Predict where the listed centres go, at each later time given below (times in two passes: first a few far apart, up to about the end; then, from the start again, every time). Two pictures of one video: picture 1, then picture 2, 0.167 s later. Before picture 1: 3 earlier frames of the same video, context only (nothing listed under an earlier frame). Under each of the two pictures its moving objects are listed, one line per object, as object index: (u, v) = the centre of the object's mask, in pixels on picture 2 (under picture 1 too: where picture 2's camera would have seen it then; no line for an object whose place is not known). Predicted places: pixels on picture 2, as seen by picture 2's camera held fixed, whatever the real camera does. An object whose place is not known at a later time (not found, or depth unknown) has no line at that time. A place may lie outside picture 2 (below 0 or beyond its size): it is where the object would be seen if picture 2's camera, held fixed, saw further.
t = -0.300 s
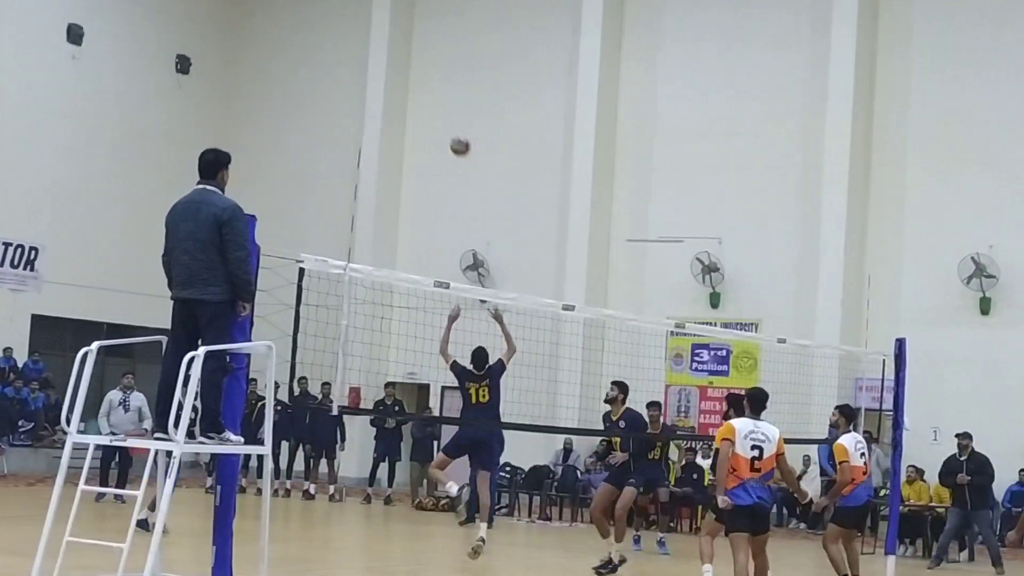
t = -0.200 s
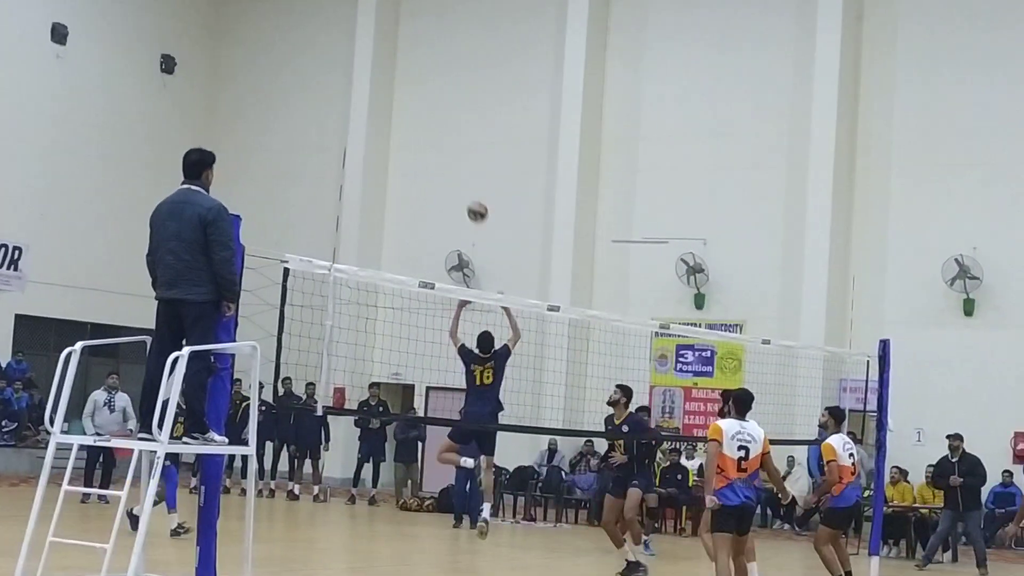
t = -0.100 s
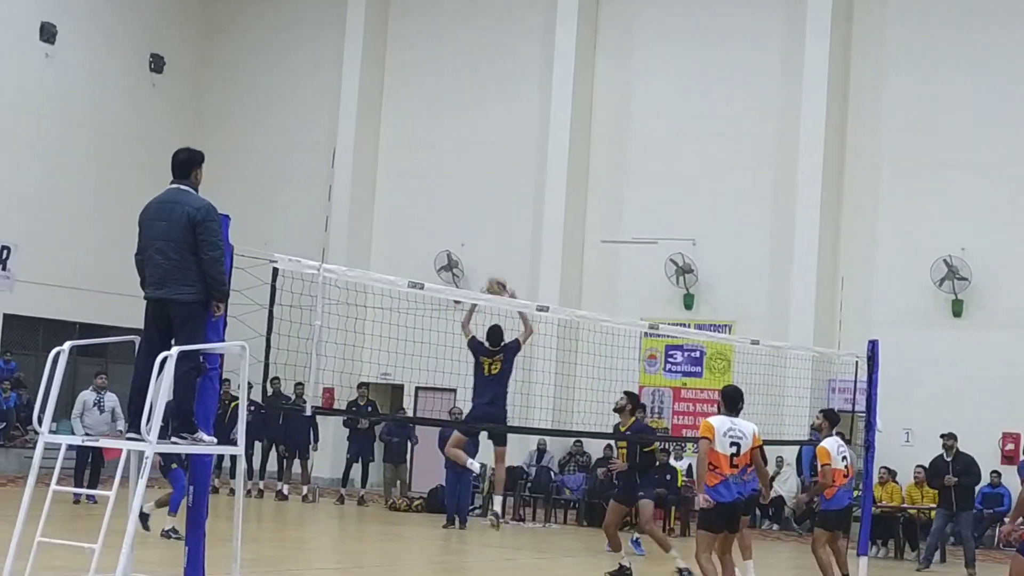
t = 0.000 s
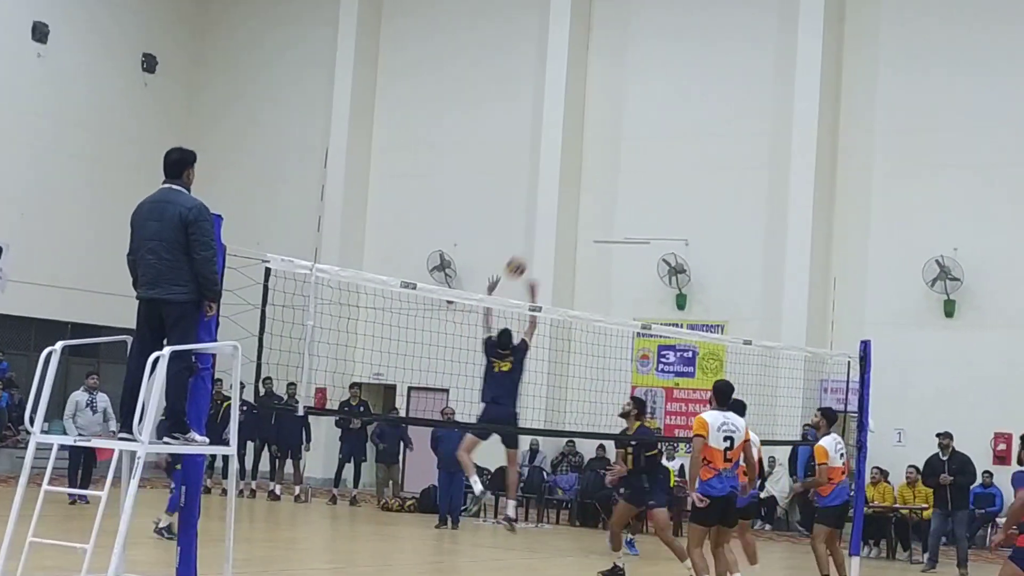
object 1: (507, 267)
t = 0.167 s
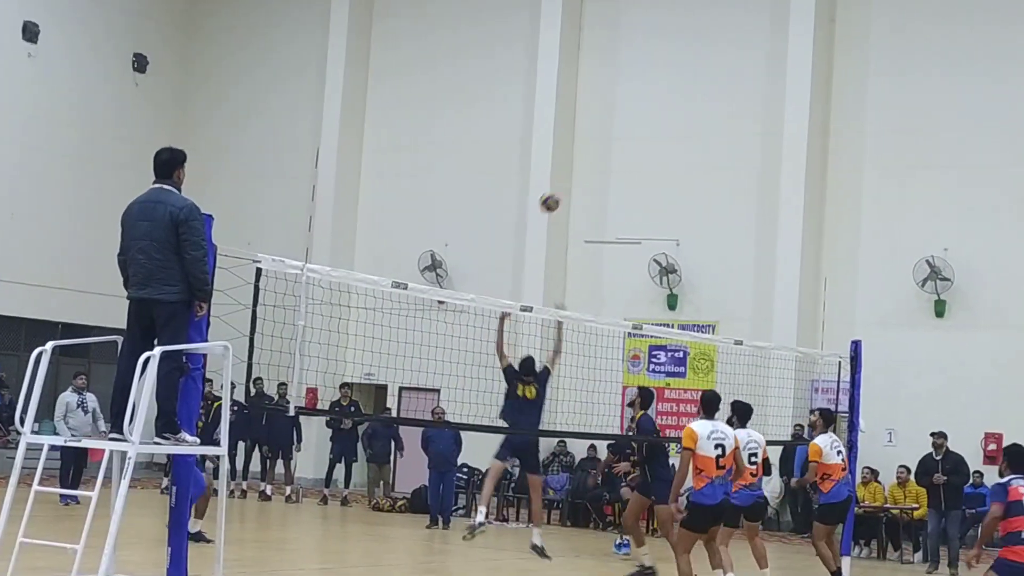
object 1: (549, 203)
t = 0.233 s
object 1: (565, 184)
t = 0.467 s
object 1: (616, 157)
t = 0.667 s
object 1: (656, 174)
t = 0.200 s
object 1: (557, 193)
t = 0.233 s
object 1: (565, 184)
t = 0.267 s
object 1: (573, 177)
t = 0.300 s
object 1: (580, 172)
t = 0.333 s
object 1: (588, 167)
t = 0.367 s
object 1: (595, 163)
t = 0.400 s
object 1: (602, 160)
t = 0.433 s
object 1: (609, 158)
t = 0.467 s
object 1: (616, 157)
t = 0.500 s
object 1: (623, 158)
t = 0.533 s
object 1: (631, 159)
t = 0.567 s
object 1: (637, 162)
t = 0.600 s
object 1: (644, 165)
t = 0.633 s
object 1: (650, 169)
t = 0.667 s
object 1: (656, 174)
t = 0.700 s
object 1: (662, 180)
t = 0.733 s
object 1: (668, 187)
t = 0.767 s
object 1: (674, 194)
